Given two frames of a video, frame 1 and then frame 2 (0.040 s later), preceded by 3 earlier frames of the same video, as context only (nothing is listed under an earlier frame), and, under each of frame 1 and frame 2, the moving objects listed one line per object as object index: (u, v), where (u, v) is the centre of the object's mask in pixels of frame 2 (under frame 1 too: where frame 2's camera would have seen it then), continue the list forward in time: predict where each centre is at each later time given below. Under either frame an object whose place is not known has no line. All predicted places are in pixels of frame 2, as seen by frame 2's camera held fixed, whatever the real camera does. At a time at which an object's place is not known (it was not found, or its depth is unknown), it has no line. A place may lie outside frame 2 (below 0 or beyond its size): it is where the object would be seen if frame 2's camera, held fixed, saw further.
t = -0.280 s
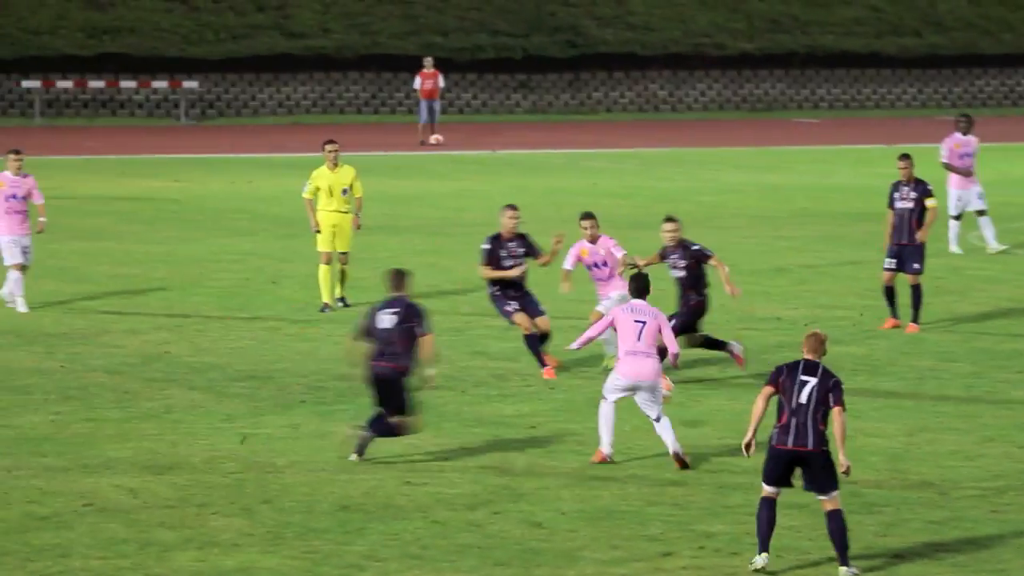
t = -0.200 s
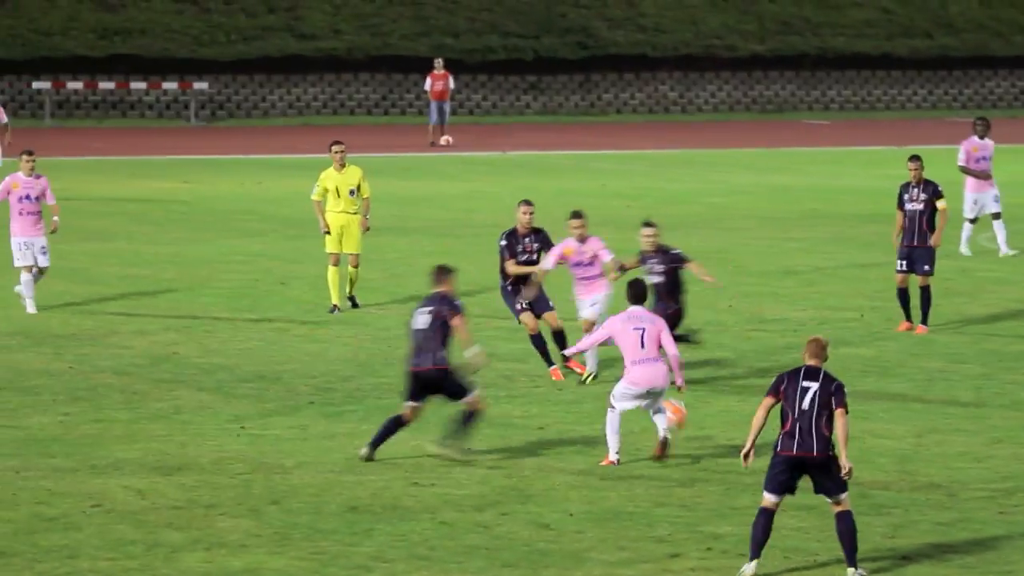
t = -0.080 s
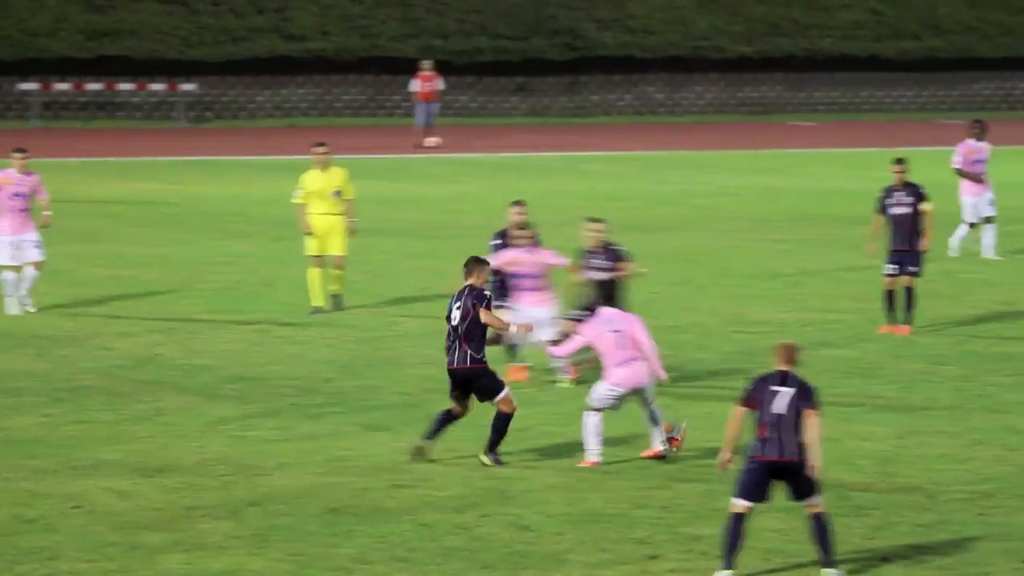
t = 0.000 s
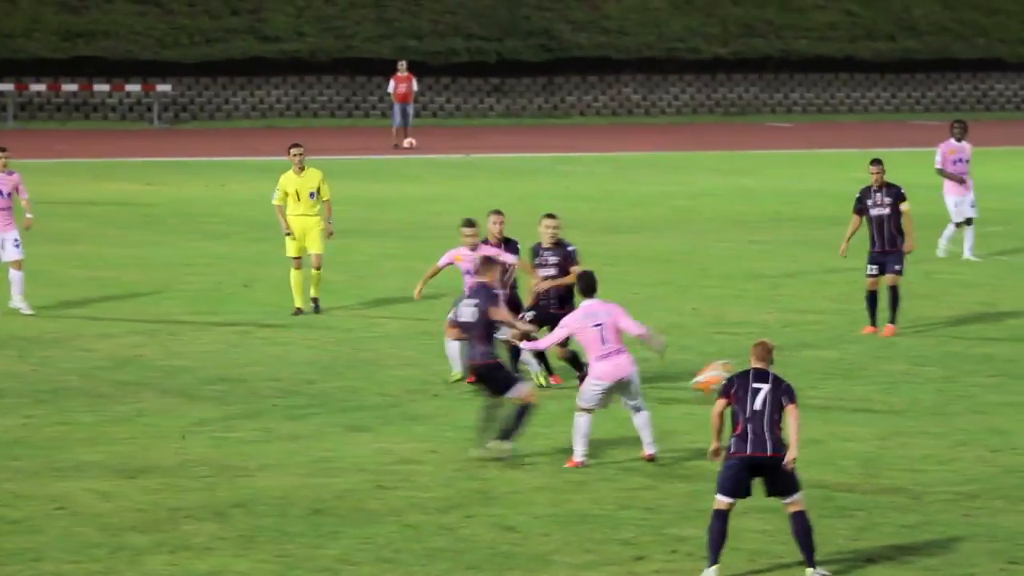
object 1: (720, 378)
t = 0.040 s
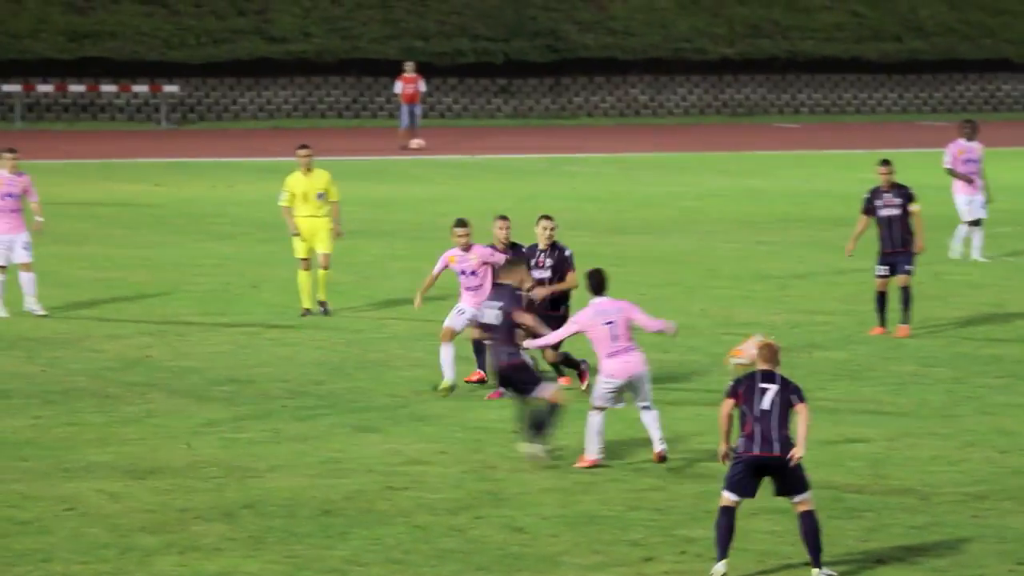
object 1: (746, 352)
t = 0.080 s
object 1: (778, 327)
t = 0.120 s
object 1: (805, 303)
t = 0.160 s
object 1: (834, 282)
